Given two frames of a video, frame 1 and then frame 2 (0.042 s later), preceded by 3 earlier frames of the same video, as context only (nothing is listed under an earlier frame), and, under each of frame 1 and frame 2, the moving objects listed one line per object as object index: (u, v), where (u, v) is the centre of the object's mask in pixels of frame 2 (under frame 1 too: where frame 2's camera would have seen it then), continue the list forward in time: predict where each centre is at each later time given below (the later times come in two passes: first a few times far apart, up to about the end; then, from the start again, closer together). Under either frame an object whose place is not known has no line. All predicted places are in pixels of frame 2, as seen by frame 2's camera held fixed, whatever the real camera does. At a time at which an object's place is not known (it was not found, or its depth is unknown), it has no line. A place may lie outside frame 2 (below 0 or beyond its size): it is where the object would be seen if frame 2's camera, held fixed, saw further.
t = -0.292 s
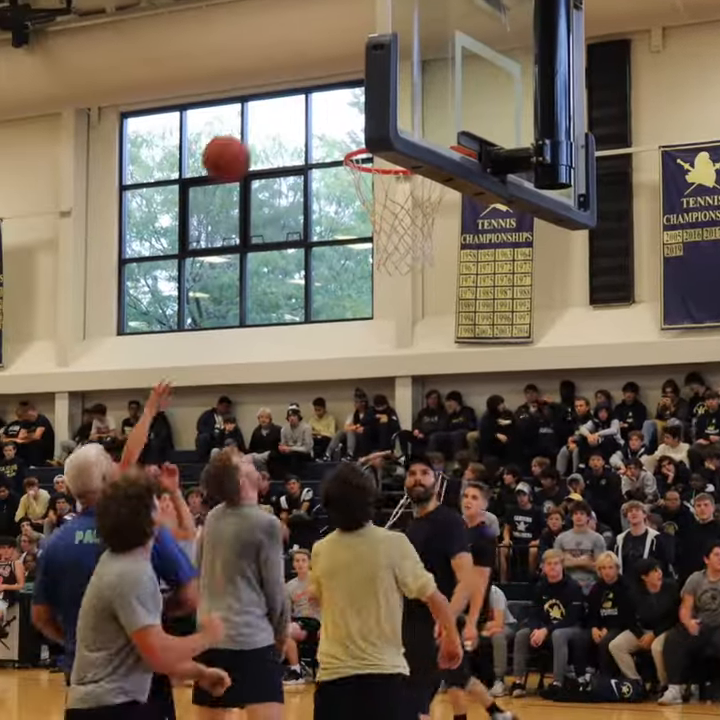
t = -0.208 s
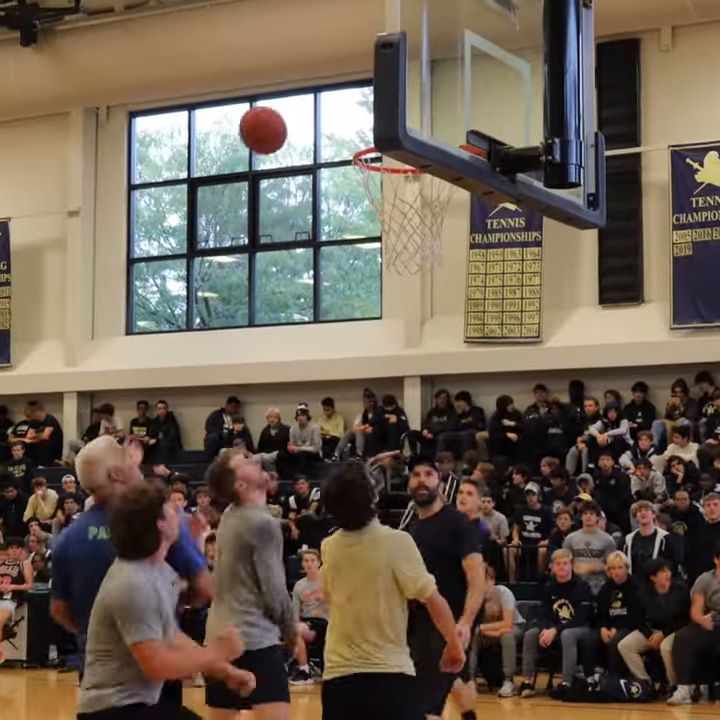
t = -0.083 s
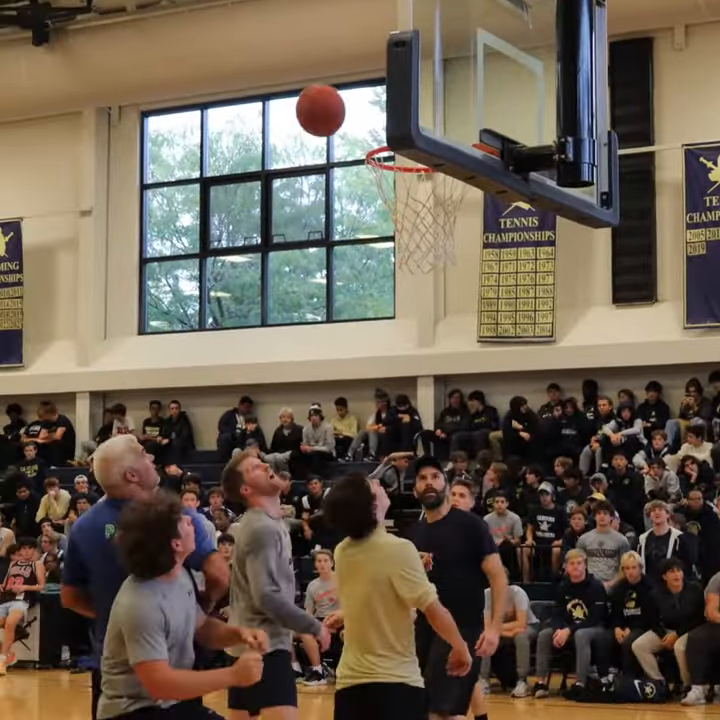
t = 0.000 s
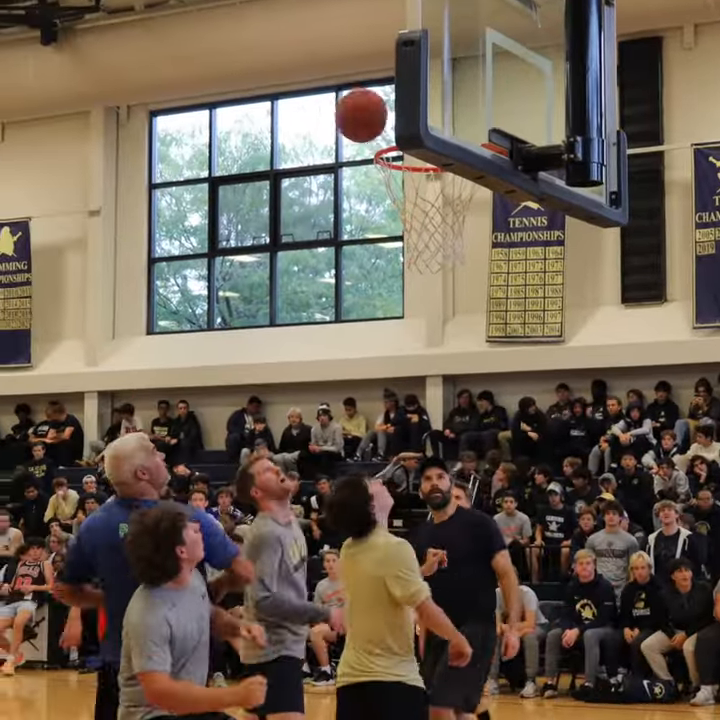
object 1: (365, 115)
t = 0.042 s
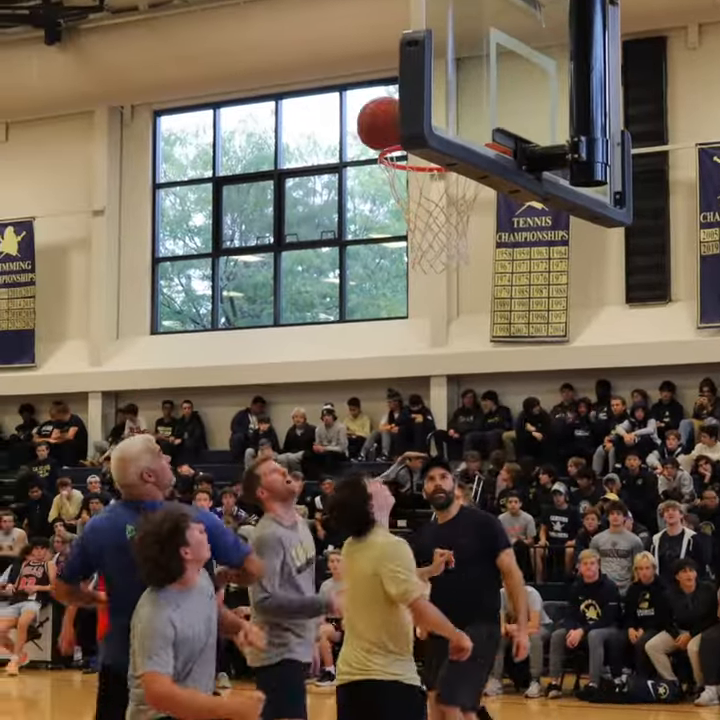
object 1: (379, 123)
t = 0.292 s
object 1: (443, 110)
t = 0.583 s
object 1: (426, 173)
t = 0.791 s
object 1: (430, 189)
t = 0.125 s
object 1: (391, 130)
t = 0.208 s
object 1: (438, 112)
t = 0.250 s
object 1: (438, 108)
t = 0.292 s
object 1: (443, 110)
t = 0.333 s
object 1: (447, 112)
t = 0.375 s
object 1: (450, 117)
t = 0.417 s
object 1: (455, 124)
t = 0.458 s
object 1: (454, 125)
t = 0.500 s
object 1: (451, 126)
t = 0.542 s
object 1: (449, 129)
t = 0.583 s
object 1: (426, 173)
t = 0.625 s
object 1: (427, 175)
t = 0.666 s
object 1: (427, 176)
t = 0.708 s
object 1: (427, 178)
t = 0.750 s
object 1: (428, 182)
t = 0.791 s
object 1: (430, 189)
